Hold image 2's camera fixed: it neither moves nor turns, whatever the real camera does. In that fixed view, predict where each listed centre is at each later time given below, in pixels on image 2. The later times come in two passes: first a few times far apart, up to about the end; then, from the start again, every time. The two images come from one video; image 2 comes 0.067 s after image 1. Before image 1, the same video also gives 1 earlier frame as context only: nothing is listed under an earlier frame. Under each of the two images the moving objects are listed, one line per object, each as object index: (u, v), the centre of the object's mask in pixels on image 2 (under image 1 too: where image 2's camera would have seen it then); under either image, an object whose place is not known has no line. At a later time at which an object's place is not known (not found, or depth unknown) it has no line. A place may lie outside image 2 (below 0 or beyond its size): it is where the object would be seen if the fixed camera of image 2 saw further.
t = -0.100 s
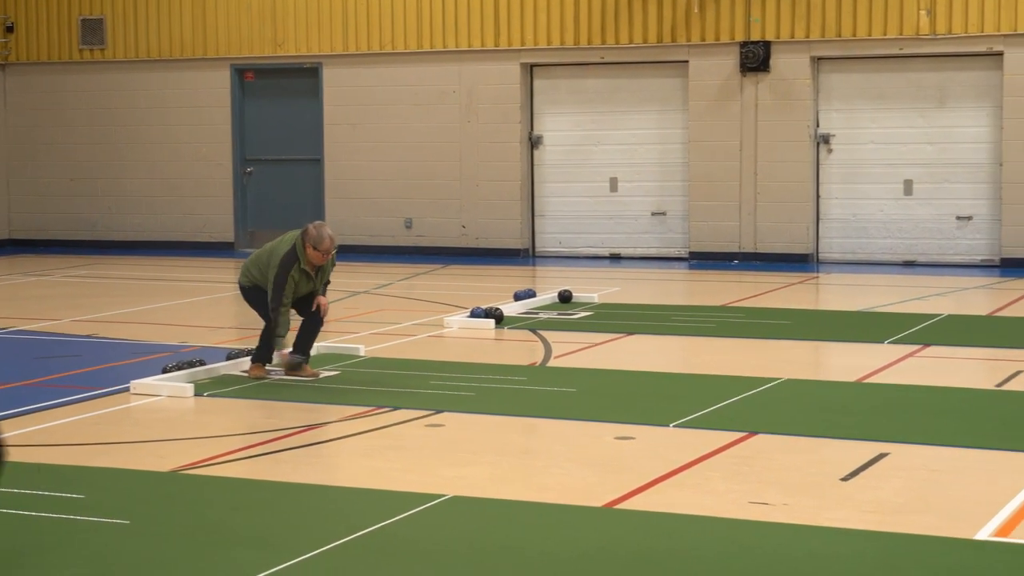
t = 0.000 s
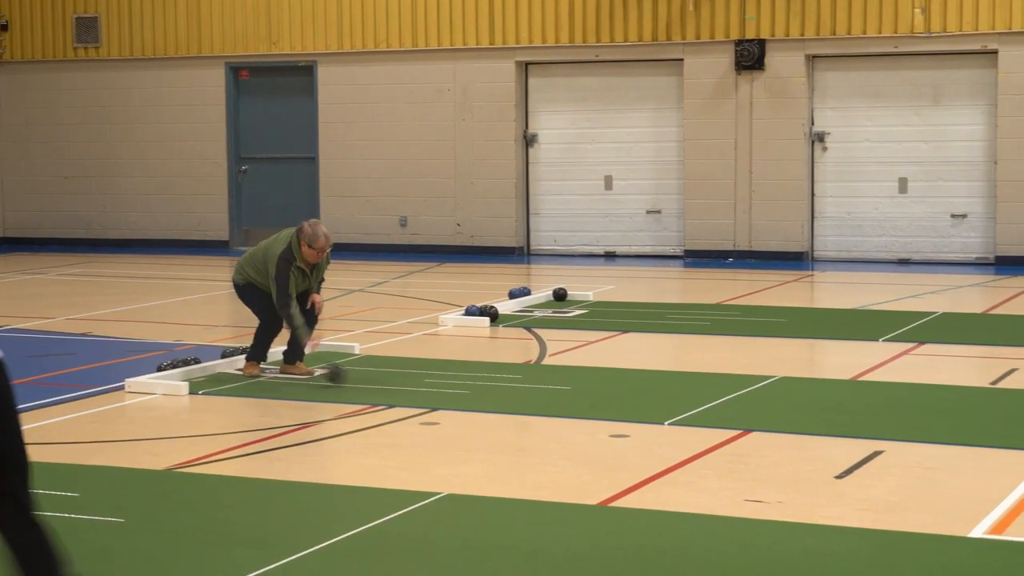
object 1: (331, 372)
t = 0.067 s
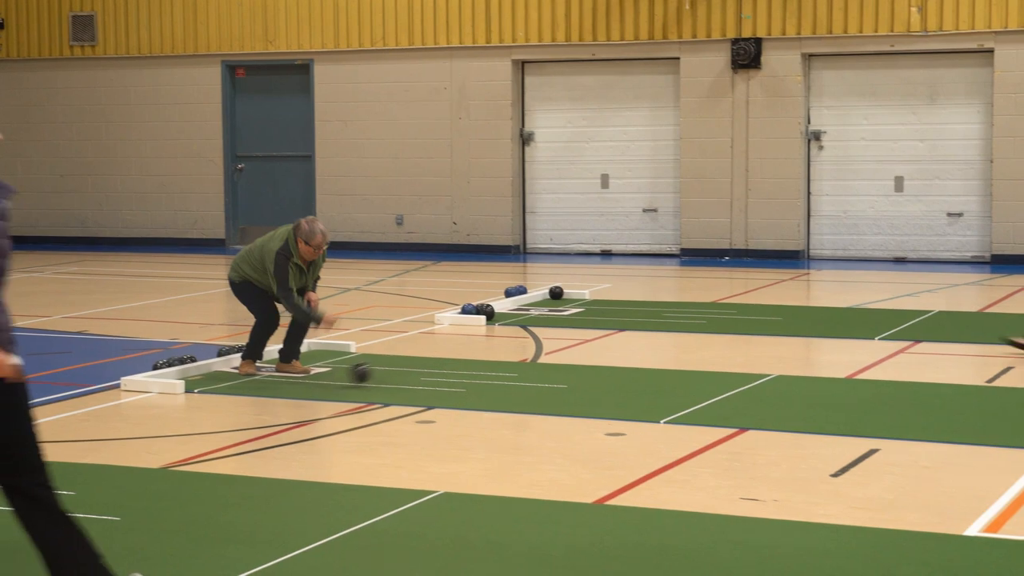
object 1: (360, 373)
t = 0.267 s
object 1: (440, 378)
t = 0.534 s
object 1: (543, 388)
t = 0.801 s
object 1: (647, 396)
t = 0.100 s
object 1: (374, 371)
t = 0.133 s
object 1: (387, 372)
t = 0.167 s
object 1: (400, 374)
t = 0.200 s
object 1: (414, 378)
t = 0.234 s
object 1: (427, 379)
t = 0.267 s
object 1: (440, 378)
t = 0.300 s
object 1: (453, 379)
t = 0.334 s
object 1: (466, 382)
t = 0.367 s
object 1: (479, 384)
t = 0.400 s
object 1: (492, 383)
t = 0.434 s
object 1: (505, 384)
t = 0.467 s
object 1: (517, 386)
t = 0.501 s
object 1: (530, 387)
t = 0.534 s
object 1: (543, 388)
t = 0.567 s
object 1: (556, 389)
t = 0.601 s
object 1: (569, 390)
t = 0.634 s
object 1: (582, 391)
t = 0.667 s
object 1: (595, 392)
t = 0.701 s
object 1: (608, 393)
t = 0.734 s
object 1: (621, 394)
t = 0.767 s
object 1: (634, 395)
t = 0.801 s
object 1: (647, 396)
